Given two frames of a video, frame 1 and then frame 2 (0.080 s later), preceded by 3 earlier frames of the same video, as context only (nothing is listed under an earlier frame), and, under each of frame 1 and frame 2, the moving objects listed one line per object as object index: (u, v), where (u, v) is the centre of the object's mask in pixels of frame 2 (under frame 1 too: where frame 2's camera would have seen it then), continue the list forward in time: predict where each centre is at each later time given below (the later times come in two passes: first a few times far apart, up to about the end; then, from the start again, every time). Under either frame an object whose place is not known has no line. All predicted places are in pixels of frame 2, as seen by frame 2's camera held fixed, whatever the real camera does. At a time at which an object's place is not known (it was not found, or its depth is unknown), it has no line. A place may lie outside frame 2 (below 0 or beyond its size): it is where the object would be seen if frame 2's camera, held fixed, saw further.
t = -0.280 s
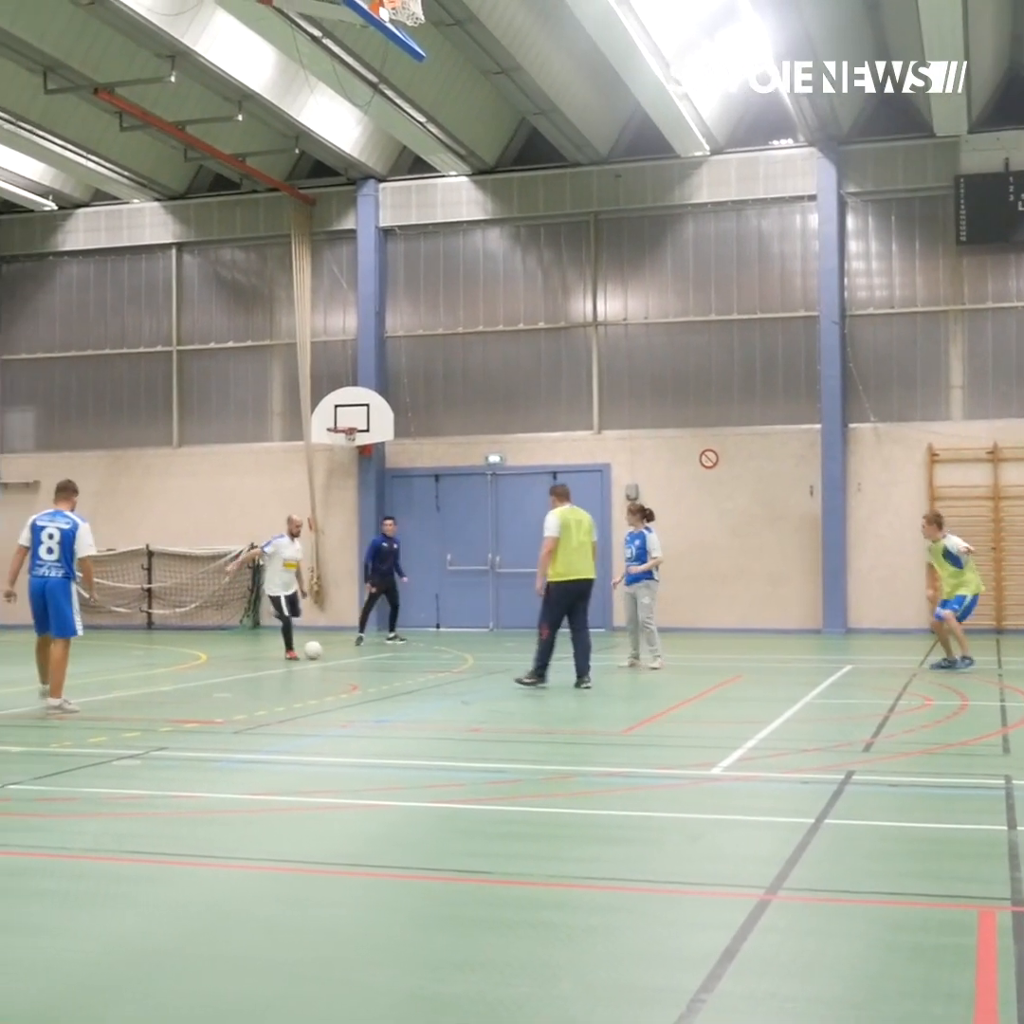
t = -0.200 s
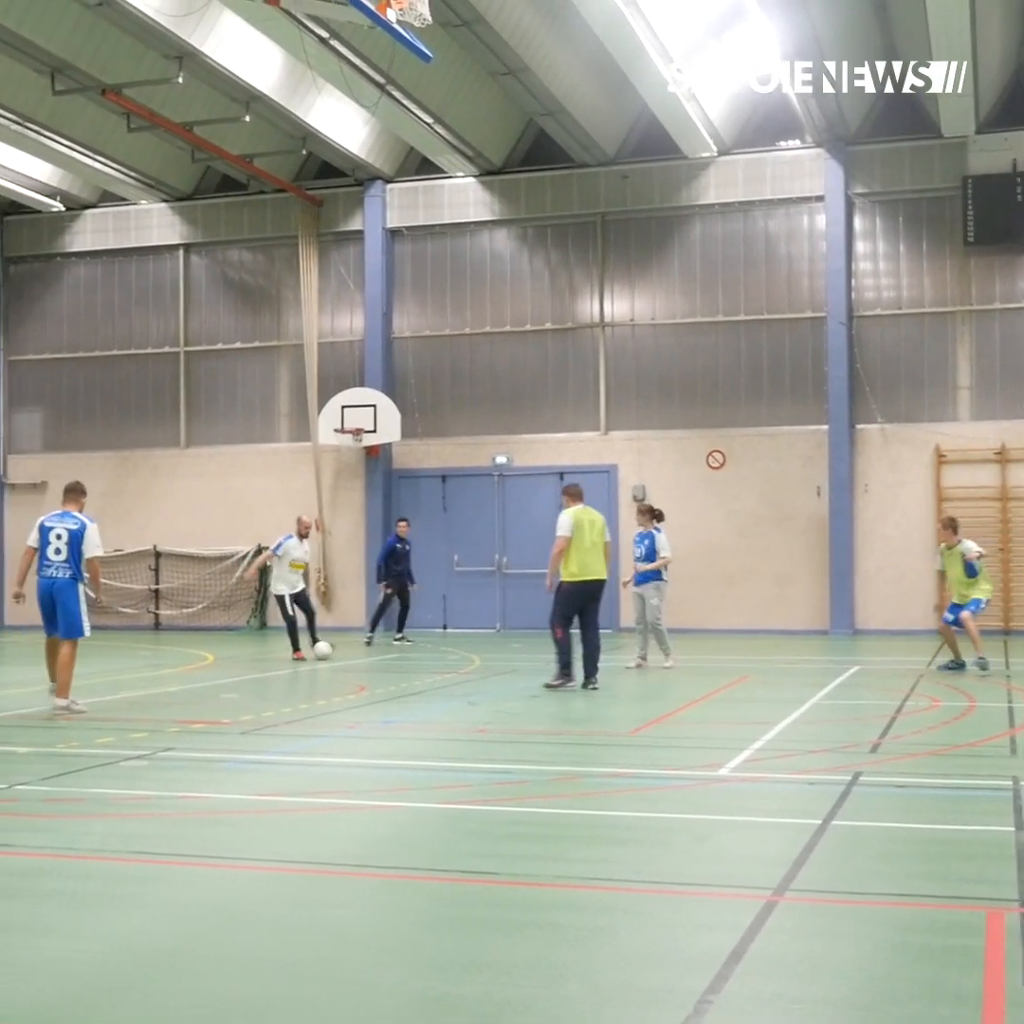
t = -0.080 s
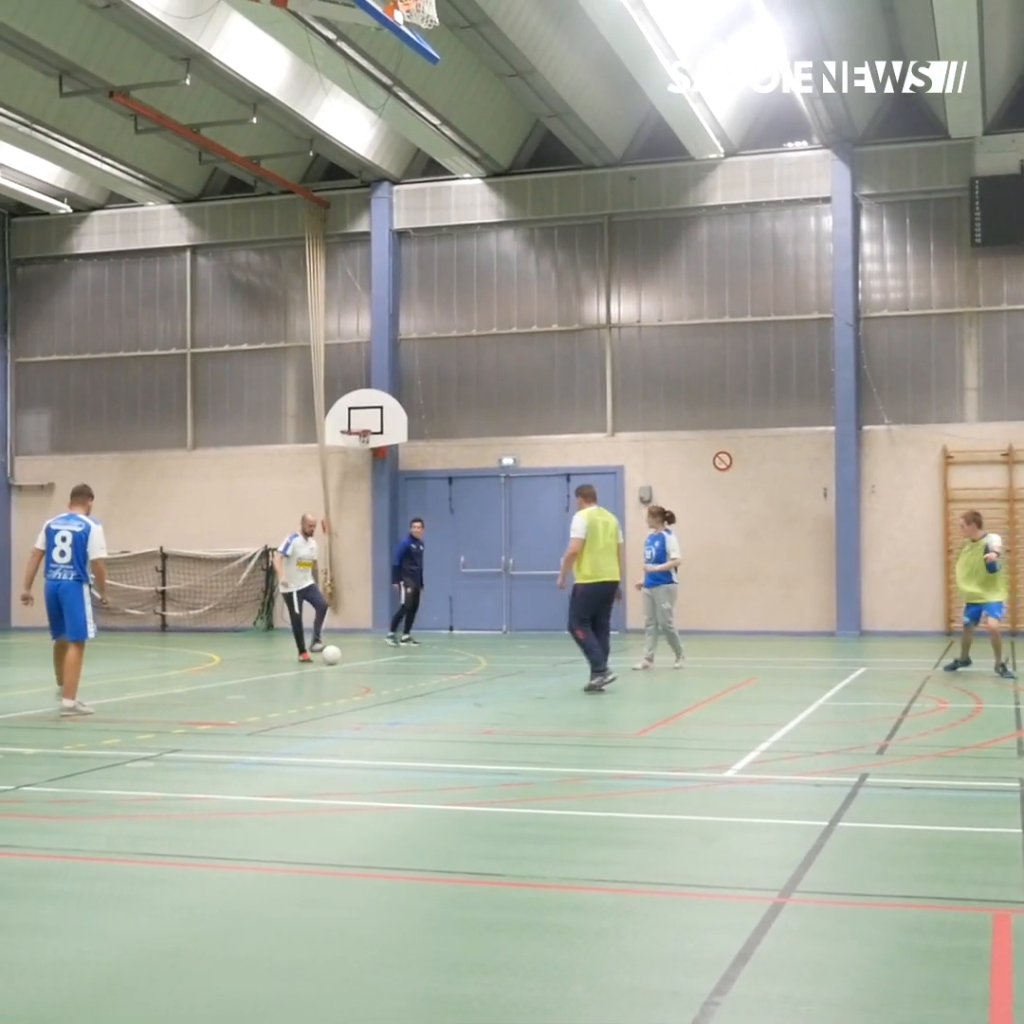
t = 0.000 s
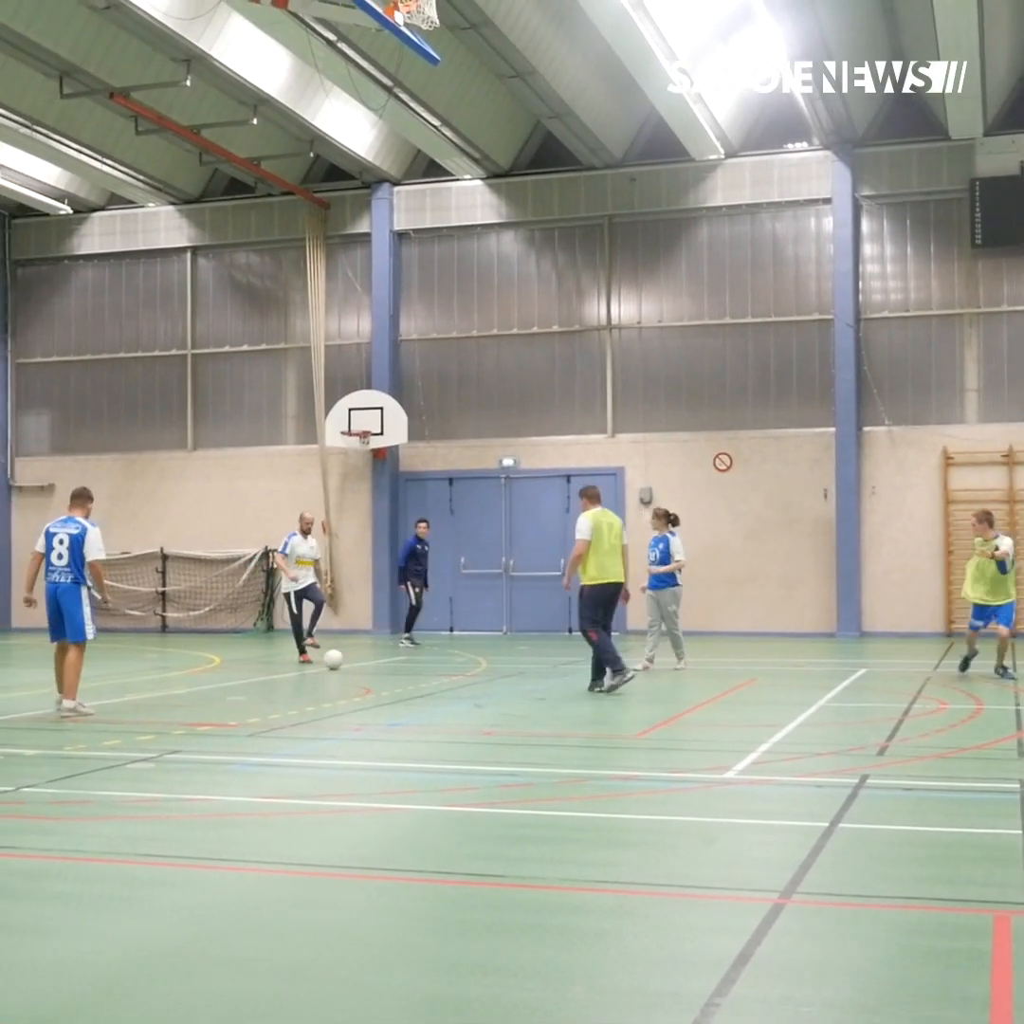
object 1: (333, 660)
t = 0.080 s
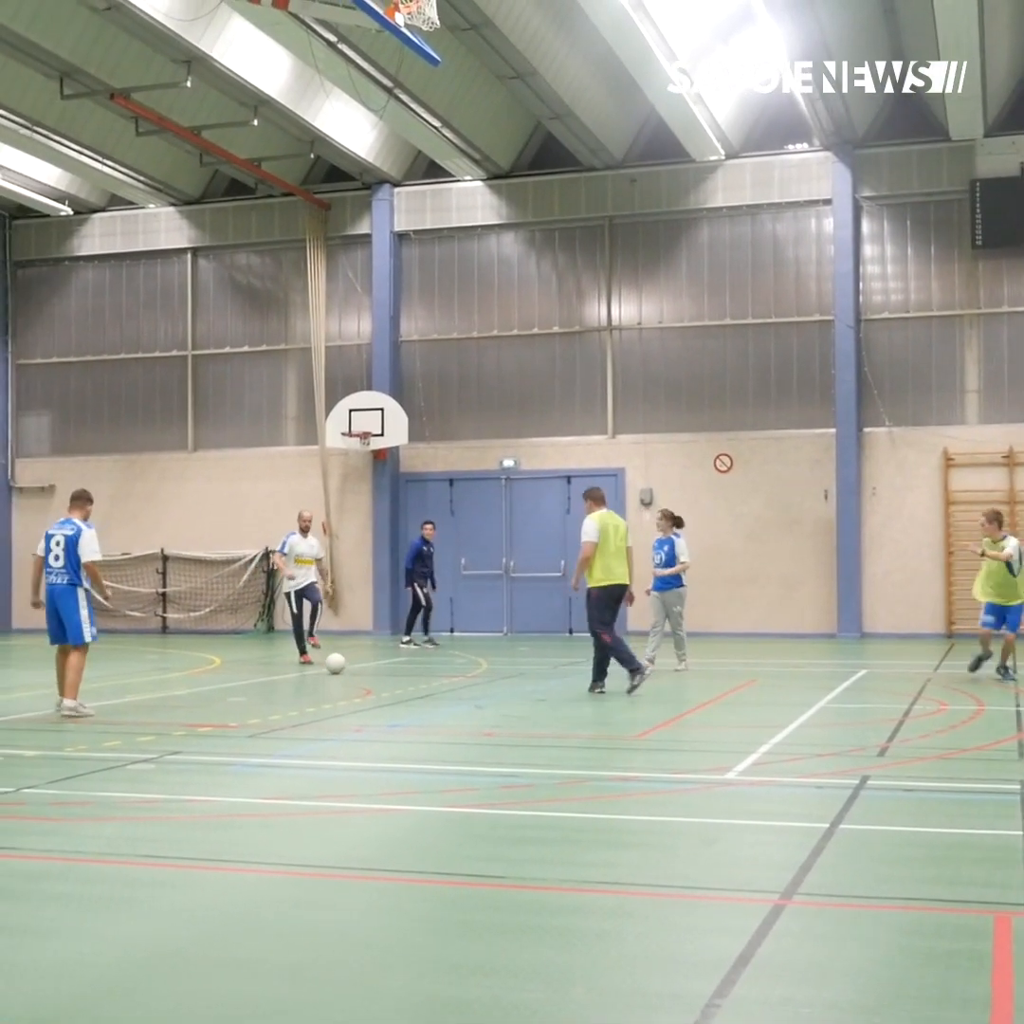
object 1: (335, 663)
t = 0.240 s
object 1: (338, 669)
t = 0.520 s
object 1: (345, 680)
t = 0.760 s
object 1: (353, 692)
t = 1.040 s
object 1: (364, 709)
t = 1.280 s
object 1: (376, 727)
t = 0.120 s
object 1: (336, 665)
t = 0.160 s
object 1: (337, 666)
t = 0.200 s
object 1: (337, 667)
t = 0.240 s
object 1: (338, 669)
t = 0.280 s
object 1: (340, 671)
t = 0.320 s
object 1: (340, 672)
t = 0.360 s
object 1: (341, 674)
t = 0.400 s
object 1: (342, 675)
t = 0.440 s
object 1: (343, 676)
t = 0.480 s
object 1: (344, 679)
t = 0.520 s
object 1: (345, 680)
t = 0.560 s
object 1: (346, 682)
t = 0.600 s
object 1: (347, 684)
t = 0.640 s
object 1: (349, 686)
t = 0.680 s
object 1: (350, 688)
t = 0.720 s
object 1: (352, 690)
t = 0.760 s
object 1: (353, 692)
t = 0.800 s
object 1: (354, 694)
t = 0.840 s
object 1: (356, 697)
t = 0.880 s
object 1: (357, 699)
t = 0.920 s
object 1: (359, 701)
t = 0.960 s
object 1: (361, 704)
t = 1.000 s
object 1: (362, 707)
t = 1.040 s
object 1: (364, 709)
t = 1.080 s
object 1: (366, 712)
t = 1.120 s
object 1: (368, 715)
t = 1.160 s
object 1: (369, 718)
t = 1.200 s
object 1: (372, 721)
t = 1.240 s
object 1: (374, 725)
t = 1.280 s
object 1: (376, 727)
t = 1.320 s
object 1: (378, 732)
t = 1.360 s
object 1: (381, 736)
